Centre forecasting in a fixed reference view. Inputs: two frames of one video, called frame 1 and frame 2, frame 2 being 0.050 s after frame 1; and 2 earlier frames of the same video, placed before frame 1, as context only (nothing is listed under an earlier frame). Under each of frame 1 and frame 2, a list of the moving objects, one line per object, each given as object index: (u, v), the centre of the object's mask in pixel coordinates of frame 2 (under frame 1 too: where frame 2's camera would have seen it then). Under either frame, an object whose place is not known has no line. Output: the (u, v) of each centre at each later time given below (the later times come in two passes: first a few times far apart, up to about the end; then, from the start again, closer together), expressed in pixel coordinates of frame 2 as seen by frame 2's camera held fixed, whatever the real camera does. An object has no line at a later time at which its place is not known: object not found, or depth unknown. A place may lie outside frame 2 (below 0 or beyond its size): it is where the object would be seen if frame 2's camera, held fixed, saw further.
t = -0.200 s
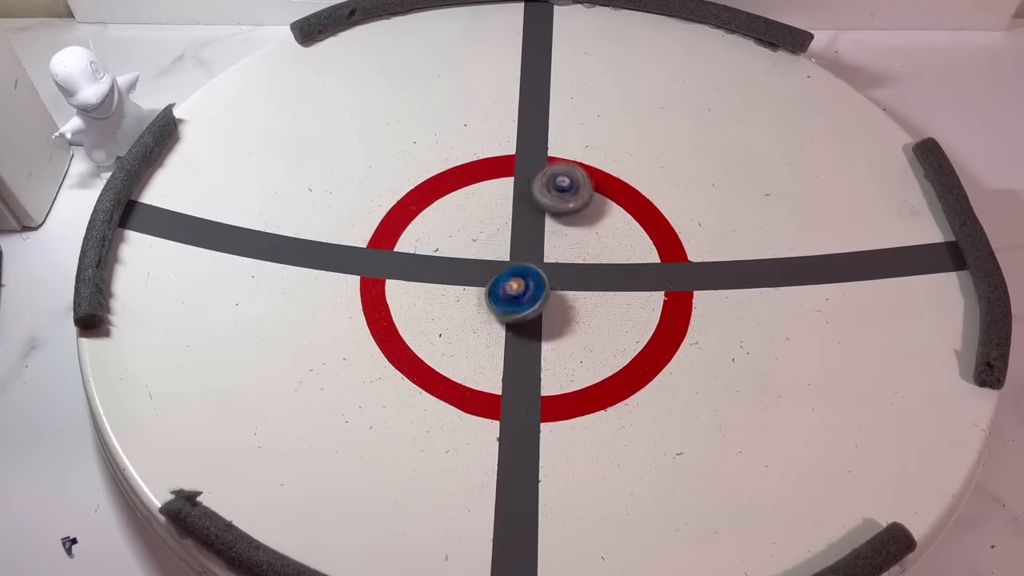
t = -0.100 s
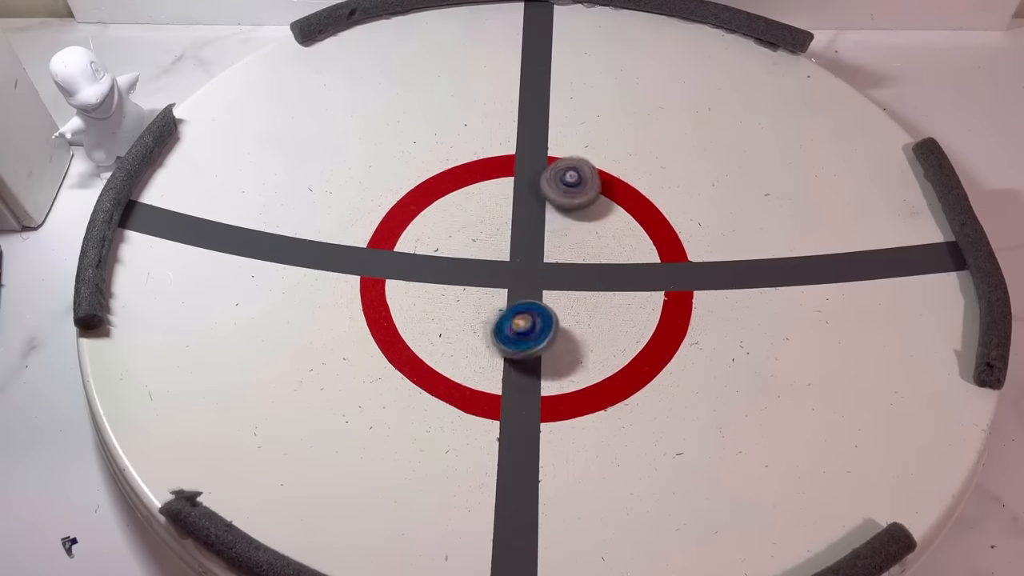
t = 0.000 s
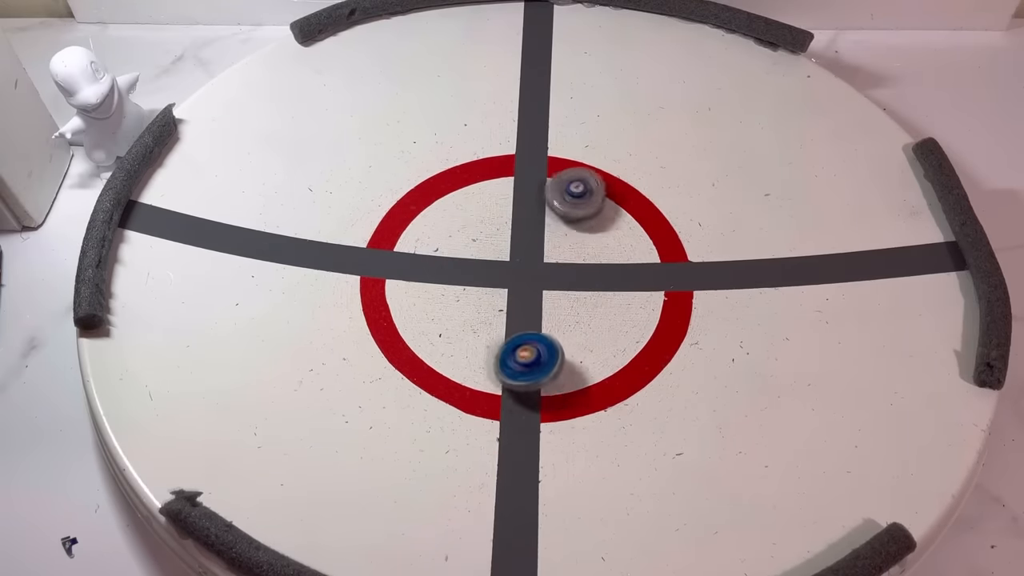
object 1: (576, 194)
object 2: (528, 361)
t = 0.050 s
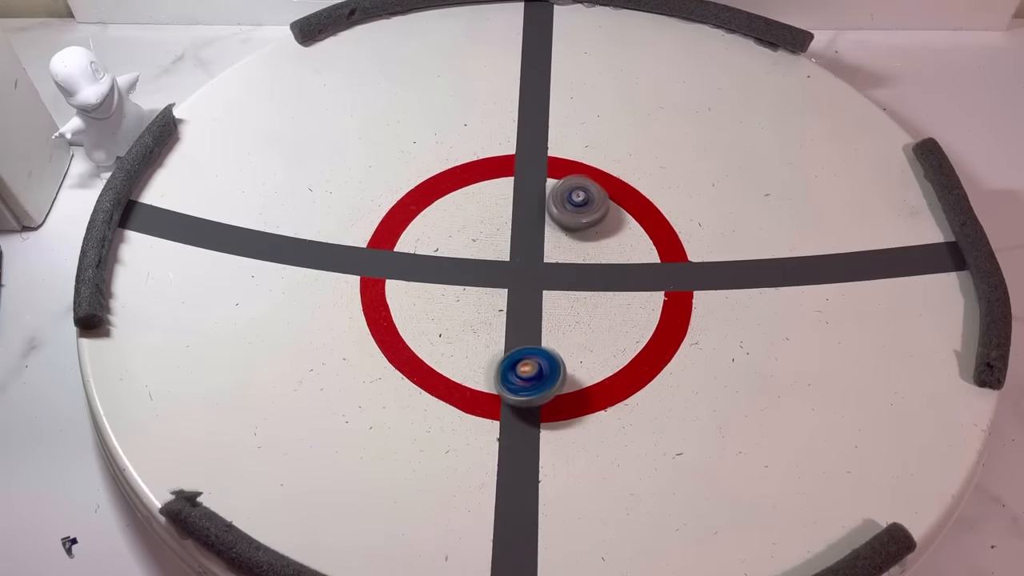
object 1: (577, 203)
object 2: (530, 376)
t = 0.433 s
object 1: (531, 269)
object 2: (535, 426)
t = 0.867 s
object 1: (436, 283)
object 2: (522, 320)
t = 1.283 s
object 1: (493, 250)
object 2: (554, 209)
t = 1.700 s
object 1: (585, 282)
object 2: (609, 158)
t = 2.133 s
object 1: (590, 322)
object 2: (640, 202)
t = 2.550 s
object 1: (523, 278)
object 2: (624, 262)
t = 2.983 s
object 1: (510, 219)
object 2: (591, 293)
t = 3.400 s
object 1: (558, 243)
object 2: (534, 297)
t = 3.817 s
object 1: (603, 230)
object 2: (472, 332)
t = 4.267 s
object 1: (555, 267)
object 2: (471, 288)
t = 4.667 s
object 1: (615, 224)
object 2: (417, 279)
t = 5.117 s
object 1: (607, 245)
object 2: (476, 248)
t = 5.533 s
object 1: (595, 263)
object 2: (485, 269)
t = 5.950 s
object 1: (566, 253)
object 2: (473, 305)
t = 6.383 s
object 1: (577, 219)
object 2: (435, 314)
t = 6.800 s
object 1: (561, 230)
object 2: (493, 282)
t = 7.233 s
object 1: (528, 250)
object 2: (531, 317)
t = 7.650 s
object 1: (505, 256)
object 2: (489, 317)
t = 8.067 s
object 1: (510, 242)
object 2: (496, 297)
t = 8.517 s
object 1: (543, 241)
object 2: (522, 312)
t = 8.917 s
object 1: (565, 251)
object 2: (523, 324)
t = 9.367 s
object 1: (552, 241)
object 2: (524, 308)
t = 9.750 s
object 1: (541, 241)
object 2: (534, 330)
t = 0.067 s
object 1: (577, 206)
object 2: (530, 382)
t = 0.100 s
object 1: (576, 213)
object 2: (531, 390)
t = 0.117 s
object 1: (575, 216)
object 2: (531, 395)
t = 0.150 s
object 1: (573, 222)
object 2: (532, 402)
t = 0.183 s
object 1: (570, 228)
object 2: (532, 410)
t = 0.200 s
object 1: (568, 231)
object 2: (533, 413)
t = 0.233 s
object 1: (565, 237)
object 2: (533, 420)
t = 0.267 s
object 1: (560, 243)
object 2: (535, 425)
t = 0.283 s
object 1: (558, 246)
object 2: (535, 426)
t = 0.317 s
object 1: (553, 252)
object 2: (535, 427)
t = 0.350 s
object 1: (547, 257)
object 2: (534, 428)
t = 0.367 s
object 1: (544, 260)
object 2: (535, 429)
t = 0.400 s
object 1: (538, 264)
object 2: (534, 428)
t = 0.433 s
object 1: (531, 269)
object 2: (535, 426)
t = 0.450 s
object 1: (528, 271)
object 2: (534, 424)
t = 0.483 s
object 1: (520, 275)
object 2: (534, 419)
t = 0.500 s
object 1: (517, 278)
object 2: (533, 416)
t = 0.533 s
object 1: (509, 282)
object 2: (533, 409)
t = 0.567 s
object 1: (502, 284)
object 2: (531, 402)
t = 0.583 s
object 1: (499, 286)
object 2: (531, 397)
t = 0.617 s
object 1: (491, 289)
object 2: (529, 390)
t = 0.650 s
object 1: (482, 290)
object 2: (528, 381)
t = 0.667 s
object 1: (479, 291)
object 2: (527, 377)
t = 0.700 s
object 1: (471, 292)
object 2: (526, 367)
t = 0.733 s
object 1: (462, 291)
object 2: (524, 359)
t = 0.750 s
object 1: (458, 291)
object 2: (524, 354)
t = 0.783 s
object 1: (450, 289)
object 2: (523, 345)
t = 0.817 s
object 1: (444, 288)
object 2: (523, 335)
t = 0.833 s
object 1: (440, 287)
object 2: (522, 330)
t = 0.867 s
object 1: (436, 283)
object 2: (522, 320)
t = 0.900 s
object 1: (432, 278)
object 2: (523, 311)
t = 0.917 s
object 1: (431, 276)
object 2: (523, 307)
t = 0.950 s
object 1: (431, 270)
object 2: (524, 296)
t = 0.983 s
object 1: (434, 265)
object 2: (525, 287)
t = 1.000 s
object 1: (435, 263)
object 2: (526, 282)
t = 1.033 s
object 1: (438, 260)
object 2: (529, 273)
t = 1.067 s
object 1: (443, 256)
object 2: (531, 264)
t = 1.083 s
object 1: (447, 255)
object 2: (532, 259)
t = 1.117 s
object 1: (453, 252)
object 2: (536, 250)
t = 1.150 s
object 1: (461, 250)
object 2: (538, 241)
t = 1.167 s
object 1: (465, 249)
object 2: (541, 237)
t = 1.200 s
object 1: (472, 248)
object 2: (543, 229)
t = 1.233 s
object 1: (481, 249)
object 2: (548, 220)
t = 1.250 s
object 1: (485, 249)
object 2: (550, 216)
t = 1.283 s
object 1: (493, 250)
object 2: (554, 209)
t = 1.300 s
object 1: (497, 250)
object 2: (556, 205)
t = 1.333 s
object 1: (506, 251)
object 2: (560, 199)
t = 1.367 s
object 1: (514, 253)
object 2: (565, 193)
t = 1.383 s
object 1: (518, 254)
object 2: (567, 189)
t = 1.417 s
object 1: (526, 255)
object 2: (573, 184)
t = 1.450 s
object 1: (534, 258)
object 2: (578, 179)
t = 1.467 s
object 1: (538, 259)
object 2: (580, 177)
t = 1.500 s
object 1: (546, 261)
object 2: (585, 172)
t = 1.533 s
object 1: (553, 264)
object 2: (590, 169)
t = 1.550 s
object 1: (556, 266)
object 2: (592, 167)
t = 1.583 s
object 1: (564, 270)
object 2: (598, 164)
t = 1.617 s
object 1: (570, 273)
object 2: (601, 160)
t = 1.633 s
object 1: (574, 275)
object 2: (604, 159)
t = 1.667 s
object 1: (580, 279)
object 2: (605, 158)
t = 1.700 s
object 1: (585, 282)
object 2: (609, 158)
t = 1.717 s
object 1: (587, 284)
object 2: (612, 158)
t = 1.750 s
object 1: (592, 288)
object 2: (618, 159)
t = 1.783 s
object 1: (598, 293)
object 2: (622, 159)
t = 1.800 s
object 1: (599, 295)
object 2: (624, 160)
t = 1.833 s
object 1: (603, 299)
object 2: (628, 163)
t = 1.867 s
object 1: (606, 303)
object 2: (632, 166)
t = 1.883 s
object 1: (607, 305)
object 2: (634, 167)
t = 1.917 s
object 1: (608, 310)
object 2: (636, 170)
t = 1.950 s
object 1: (609, 314)
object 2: (639, 175)
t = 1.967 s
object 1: (608, 315)
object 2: (640, 177)
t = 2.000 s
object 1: (606, 319)
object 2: (642, 180)
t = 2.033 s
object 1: (603, 321)
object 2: (641, 185)
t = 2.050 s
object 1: (602, 322)
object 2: (641, 186)
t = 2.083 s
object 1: (597, 323)
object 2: (640, 193)
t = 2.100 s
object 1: (596, 322)
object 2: (640, 196)
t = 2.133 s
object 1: (590, 322)
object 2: (640, 202)
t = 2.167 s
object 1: (585, 319)
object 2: (639, 208)
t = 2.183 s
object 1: (583, 318)
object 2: (639, 211)
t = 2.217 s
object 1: (578, 316)
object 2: (638, 216)
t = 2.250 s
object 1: (574, 312)
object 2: (635, 222)
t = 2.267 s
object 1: (571, 311)
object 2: (635, 225)
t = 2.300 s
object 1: (568, 306)
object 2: (631, 232)
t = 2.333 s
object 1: (565, 300)
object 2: (628, 238)
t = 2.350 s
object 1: (564, 297)
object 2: (627, 241)
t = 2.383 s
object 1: (562, 291)
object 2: (622, 247)
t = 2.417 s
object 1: (561, 285)
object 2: (618, 253)
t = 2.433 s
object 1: (555, 285)
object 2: (620, 253)
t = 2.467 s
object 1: (542, 285)
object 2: (624, 254)
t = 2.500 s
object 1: (532, 284)
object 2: (623, 257)
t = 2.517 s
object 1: (529, 283)
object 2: (624, 258)
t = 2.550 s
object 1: (523, 278)
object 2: (624, 262)
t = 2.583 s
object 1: (518, 274)
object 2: (623, 265)
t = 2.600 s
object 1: (516, 271)
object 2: (622, 267)
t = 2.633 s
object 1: (512, 267)
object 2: (621, 269)
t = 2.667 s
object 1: (508, 263)
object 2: (620, 272)
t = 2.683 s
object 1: (507, 260)
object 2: (618, 274)
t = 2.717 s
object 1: (503, 255)
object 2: (617, 276)
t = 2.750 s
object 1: (501, 249)
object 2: (615, 279)
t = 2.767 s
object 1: (501, 247)
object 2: (613, 280)
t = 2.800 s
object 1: (499, 242)
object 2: (612, 282)
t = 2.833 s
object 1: (499, 236)
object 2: (609, 286)
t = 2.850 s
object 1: (499, 234)
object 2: (608, 286)
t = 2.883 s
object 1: (501, 230)
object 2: (605, 288)
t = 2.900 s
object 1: (502, 227)
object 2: (602, 289)
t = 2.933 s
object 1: (505, 223)
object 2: (598, 291)
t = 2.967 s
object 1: (509, 219)
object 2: (594, 293)
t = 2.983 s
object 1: (510, 219)
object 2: (591, 293)
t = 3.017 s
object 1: (513, 217)
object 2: (587, 295)
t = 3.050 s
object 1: (517, 214)
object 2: (582, 296)
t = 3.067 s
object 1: (520, 214)
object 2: (580, 296)
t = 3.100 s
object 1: (526, 213)
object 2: (575, 298)
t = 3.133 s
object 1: (532, 214)
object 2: (569, 298)
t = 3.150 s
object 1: (534, 214)
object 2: (568, 299)
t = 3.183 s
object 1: (540, 216)
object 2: (564, 299)
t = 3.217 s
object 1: (543, 218)
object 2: (559, 299)
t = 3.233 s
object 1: (544, 220)
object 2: (557, 299)
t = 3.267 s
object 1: (548, 224)
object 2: (552, 299)
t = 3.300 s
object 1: (552, 228)
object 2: (548, 299)
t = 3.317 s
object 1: (553, 230)
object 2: (546, 299)
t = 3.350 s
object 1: (555, 235)
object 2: (539, 297)
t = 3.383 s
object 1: (557, 240)
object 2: (536, 297)
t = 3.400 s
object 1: (558, 243)
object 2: (534, 297)
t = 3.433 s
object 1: (559, 248)
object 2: (530, 295)
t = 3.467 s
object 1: (562, 244)
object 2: (523, 304)
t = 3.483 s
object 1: (566, 241)
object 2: (518, 309)
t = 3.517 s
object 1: (570, 234)
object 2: (511, 316)
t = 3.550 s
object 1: (575, 230)
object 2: (507, 320)
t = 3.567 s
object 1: (576, 228)
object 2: (504, 322)
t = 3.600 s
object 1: (580, 227)
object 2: (499, 325)
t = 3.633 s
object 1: (584, 225)
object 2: (495, 328)
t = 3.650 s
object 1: (587, 225)
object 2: (492, 329)
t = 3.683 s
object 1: (590, 224)
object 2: (489, 330)
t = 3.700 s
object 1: (592, 224)
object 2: (487, 331)
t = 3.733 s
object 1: (595, 225)
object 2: (481, 332)
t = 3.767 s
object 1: (599, 226)
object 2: (478, 333)
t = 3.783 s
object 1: (600, 227)
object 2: (476, 333)
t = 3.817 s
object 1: (603, 230)
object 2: (472, 332)
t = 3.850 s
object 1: (603, 233)
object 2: (468, 332)
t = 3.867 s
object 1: (603, 235)
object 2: (467, 331)
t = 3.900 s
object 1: (602, 238)
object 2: (465, 330)
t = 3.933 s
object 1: (600, 242)
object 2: (463, 328)
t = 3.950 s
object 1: (599, 244)
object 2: (463, 327)
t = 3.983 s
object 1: (596, 248)
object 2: (462, 323)
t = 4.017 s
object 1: (592, 251)
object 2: (462, 320)
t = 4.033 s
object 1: (590, 252)
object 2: (462, 318)
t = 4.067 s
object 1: (587, 255)
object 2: (462, 313)
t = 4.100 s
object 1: (583, 258)
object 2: (463, 310)
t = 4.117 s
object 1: (581, 259)
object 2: (463, 308)
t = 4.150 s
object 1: (576, 262)
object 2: (464, 303)
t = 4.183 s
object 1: (570, 263)
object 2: (465, 299)
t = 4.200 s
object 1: (567, 264)
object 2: (465, 297)
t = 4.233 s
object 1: (561, 265)
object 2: (469, 292)
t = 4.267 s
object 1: (555, 267)
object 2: (471, 288)
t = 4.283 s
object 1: (553, 267)
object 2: (472, 284)
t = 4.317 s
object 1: (545, 268)
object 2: (476, 279)
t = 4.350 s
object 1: (551, 262)
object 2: (468, 279)
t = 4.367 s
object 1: (559, 257)
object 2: (458, 282)
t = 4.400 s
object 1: (573, 249)
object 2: (443, 284)
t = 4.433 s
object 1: (583, 242)
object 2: (436, 284)
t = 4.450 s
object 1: (587, 240)
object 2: (433, 284)
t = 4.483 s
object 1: (593, 235)
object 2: (429, 284)
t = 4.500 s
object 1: (594, 234)
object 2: (427, 284)
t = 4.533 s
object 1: (599, 231)
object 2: (423, 283)
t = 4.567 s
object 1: (602, 229)
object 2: (421, 282)
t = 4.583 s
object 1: (604, 228)
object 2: (419, 282)
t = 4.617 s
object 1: (609, 225)
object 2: (417, 279)
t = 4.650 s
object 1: (613, 224)
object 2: (417, 278)
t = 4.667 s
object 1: (615, 224)
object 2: (417, 279)
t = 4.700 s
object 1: (619, 222)
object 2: (417, 277)
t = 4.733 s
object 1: (623, 222)
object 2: (419, 274)
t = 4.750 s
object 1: (624, 222)
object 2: (420, 273)
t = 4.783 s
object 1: (627, 223)
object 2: (423, 271)
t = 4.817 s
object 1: (629, 224)
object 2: (427, 269)
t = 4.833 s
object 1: (630, 225)
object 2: (428, 267)
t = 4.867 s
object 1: (631, 228)
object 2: (435, 264)
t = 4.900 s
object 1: (629, 229)
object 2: (439, 262)
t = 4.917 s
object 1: (628, 231)
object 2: (440, 261)
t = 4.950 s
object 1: (625, 234)
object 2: (447, 257)
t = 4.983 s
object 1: (623, 236)
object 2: (453, 256)
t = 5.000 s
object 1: (621, 237)
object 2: (454, 255)
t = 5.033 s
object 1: (618, 239)
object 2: (460, 252)
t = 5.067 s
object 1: (614, 242)
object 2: (468, 251)
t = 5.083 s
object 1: (612, 243)
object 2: (470, 250)
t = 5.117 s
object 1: (607, 245)
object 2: (476, 248)
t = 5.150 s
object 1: (602, 247)
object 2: (485, 248)
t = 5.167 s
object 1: (599, 248)
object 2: (487, 248)
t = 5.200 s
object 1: (595, 250)
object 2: (492, 247)
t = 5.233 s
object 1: (589, 252)
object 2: (500, 247)
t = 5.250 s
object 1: (586, 253)
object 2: (503, 248)
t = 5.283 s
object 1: (581, 255)
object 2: (508, 248)
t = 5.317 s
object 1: (584, 255)
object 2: (505, 251)
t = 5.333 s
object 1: (589, 255)
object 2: (500, 252)
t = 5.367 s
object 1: (596, 255)
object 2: (494, 255)
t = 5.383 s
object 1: (598, 255)
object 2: (492, 257)
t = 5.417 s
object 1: (598, 256)
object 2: (490, 261)
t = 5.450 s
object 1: (598, 258)
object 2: (490, 263)
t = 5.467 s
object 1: (598, 258)
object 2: (489, 264)
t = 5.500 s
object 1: (596, 260)
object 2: (485, 267)
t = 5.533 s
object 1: (595, 263)
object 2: (485, 269)
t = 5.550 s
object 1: (594, 263)
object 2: (484, 271)
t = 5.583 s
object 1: (590, 265)
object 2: (482, 274)
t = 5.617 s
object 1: (586, 266)
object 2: (482, 277)
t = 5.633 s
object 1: (583, 267)
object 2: (481, 279)
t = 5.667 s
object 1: (579, 268)
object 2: (480, 282)
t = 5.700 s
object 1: (576, 269)
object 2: (481, 284)
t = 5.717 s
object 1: (574, 268)
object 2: (482, 286)
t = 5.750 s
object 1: (569, 269)
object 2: (483, 288)
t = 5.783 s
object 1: (565, 269)
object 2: (486, 289)
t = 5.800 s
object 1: (562, 268)
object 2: (487, 290)
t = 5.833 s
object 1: (558, 268)
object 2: (488, 291)
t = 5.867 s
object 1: (554, 267)
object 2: (492, 291)
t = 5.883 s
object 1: (552, 266)
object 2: (493, 292)
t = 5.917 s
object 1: (558, 260)
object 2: (484, 298)
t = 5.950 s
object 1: (566, 253)
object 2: (473, 305)
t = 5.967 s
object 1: (569, 251)
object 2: (471, 307)
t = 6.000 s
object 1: (572, 247)
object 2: (468, 309)
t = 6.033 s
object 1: (575, 244)
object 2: (463, 312)
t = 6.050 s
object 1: (575, 242)
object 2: (460, 314)
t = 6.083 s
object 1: (575, 239)
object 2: (455, 316)
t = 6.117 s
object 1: (576, 237)
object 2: (450, 318)
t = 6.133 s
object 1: (576, 236)
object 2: (447, 318)
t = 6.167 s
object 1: (576, 232)
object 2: (444, 319)
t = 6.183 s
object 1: (576, 231)
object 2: (442, 319)
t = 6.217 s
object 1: (577, 229)
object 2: (439, 320)
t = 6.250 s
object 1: (576, 226)
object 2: (436, 319)
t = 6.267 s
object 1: (576, 225)
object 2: (436, 319)
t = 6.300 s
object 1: (577, 223)
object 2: (434, 319)
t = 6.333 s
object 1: (577, 221)
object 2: (434, 317)
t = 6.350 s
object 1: (576, 220)
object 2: (435, 316)
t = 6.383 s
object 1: (577, 219)
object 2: (435, 314)
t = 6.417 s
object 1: (577, 218)
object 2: (436, 311)
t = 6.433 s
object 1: (577, 218)
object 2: (438, 310)
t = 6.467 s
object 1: (578, 219)
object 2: (441, 308)
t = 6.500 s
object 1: (577, 219)
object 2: (443, 306)
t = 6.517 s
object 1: (576, 219)
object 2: (444, 303)
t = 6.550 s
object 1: (575, 220)
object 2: (450, 299)
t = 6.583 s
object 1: (574, 220)
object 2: (455, 297)
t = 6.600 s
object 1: (573, 220)
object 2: (457, 295)
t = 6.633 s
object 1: (572, 222)
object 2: (461, 293)
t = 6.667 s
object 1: (571, 223)
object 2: (467, 290)
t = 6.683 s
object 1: (570, 224)
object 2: (471, 288)
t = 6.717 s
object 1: (568, 225)
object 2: (476, 286)
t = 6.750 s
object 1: (565, 228)
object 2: (481, 284)
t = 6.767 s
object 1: (564, 229)
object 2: (485, 283)
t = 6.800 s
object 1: (561, 230)
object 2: (493, 282)
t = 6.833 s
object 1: (559, 233)
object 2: (499, 282)
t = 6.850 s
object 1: (557, 233)
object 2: (501, 282)
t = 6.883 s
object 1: (555, 235)
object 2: (509, 281)
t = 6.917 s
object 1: (552, 236)
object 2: (516, 281)
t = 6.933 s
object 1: (550, 237)
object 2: (519, 282)
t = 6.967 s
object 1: (547, 237)
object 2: (525, 283)
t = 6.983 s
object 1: (547, 237)
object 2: (525, 286)
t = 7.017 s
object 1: (546, 238)
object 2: (529, 291)
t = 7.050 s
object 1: (544, 240)
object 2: (532, 294)
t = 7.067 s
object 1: (543, 241)
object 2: (534, 297)
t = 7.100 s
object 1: (540, 243)
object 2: (535, 302)
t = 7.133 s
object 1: (538, 245)
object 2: (535, 308)
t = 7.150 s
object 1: (536, 245)
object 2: (534, 310)
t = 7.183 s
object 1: (533, 247)
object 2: (533, 313)
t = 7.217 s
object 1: (530, 249)
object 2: (533, 314)
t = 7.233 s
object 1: (528, 250)
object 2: (531, 317)
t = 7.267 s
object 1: (525, 251)
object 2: (527, 321)
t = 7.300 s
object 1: (523, 253)
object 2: (522, 324)
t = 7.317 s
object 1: (521, 254)
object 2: (520, 324)
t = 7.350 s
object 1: (520, 254)
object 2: (516, 325)
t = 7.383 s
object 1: (517, 255)
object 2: (511, 326)
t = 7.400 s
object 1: (516, 256)
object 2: (509, 326)
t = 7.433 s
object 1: (515, 257)
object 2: (504, 326)
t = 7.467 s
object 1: (512, 258)
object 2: (499, 324)
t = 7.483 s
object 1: (512, 259)
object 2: (497, 322)
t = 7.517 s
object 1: (511, 260)
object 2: (496, 320)
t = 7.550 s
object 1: (509, 261)
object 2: (494, 319)
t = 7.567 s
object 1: (508, 262)
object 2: (493, 317)
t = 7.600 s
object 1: (507, 262)
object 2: (492, 314)
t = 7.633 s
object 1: (506, 258)
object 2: (490, 316)
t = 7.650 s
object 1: (505, 256)
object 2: (489, 317)
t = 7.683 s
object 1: (504, 255)
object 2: (488, 317)
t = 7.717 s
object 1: (504, 253)
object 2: (488, 316)
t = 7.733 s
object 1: (503, 252)
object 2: (488, 317)
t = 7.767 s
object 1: (503, 251)
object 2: (488, 314)
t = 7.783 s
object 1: (502, 250)
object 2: (489, 314)
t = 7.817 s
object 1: (502, 250)
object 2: (489, 311)
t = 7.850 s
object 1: (504, 249)
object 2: (489, 309)
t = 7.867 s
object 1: (504, 249)
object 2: (490, 308)
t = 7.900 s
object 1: (504, 248)
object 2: (489, 306)
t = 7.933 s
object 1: (505, 247)
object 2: (491, 302)
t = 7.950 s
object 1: (506, 247)
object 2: (491, 302)
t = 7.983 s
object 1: (507, 245)
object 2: (494, 300)
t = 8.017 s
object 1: (507, 245)
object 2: (495, 298)
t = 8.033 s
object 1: (508, 245)
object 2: (495, 296)
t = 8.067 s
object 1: (510, 242)
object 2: (496, 297)
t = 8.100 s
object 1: (511, 238)
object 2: (497, 299)
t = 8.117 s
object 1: (511, 238)
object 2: (499, 298)
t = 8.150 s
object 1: (514, 238)
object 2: (501, 302)
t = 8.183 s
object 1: (517, 236)
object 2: (502, 304)
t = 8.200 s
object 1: (517, 235)
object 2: (504, 305)
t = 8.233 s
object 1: (518, 235)
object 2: (506, 306)
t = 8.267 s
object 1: (521, 235)
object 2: (508, 308)
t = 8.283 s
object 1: (524, 234)
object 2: (508, 308)
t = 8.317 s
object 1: (526, 234)
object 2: (510, 308)
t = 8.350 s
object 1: (529, 234)
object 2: (515, 309)
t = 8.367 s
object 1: (531, 235)
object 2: (515, 310)
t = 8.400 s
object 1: (534, 235)
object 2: (515, 311)
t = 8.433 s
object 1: (536, 237)
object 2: (516, 309)
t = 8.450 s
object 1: (537, 237)
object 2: (517, 308)
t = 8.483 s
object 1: (539, 239)
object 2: (521, 310)
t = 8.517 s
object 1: (543, 241)
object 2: (522, 312)
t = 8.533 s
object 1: (543, 241)
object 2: (521, 311)
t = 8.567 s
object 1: (544, 243)
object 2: (521, 309)
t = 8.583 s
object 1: (545, 243)
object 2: (523, 308)
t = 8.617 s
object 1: (547, 246)
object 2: (525, 309)
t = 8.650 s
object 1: (549, 248)
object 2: (526, 310)
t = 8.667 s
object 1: (550, 249)
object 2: (525, 310)
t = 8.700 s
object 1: (551, 251)
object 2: (525, 308)
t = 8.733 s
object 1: (553, 254)
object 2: (528, 308)
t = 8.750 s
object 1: (554, 255)
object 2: (529, 309)
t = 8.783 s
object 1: (556, 257)
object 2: (528, 311)
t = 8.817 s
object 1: (556, 258)
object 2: (527, 309)
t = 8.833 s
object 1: (556, 260)
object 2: (527, 308)
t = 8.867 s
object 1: (560, 258)
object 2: (527, 314)
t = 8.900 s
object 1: (565, 252)
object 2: (526, 322)
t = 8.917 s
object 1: (565, 251)
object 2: (523, 324)
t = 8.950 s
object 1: (565, 250)
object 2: (518, 324)
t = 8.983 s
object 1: (565, 251)
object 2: (518, 321)
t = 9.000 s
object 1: (566, 250)
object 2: (518, 320)
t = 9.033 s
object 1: (567, 249)
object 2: (521, 320)
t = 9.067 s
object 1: (566, 246)
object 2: (521, 322)
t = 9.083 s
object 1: (566, 244)
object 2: (521, 323)
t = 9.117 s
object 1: (564, 244)
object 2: (519, 324)
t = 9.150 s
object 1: (563, 243)
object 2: (516, 321)
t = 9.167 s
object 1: (563, 243)
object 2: (515, 318)
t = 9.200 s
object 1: (562, 241)
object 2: (514, 313)
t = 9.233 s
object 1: (559, 240)
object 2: (516, 310)
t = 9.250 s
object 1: (557, 241)
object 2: (517, 309)
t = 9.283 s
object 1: (555, 241)
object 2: (520, 309)
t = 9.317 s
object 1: (554, 241)
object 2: (522, 309)
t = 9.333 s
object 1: (554, 242)
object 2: (522, 309)
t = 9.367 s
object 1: (552, 241)
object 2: (524, 308)
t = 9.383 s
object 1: (550, 242)
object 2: (525, 308)
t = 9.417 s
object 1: (547, 244)
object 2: (526, 307)
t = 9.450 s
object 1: (546, 246)
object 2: (528, 306)
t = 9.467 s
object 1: (546, 246)
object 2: (529, 306)
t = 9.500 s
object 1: (545, 247)
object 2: (531, 307)
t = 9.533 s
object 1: (544, 249)
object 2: (534, 307)
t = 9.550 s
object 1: (544, 249)
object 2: (534, 307)
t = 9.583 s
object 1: (544, 251)
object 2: (534, 308)
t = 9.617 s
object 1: (543, 253)
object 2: (535, 308)
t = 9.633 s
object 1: (543, 255)
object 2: (535, 309)
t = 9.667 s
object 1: (545, 254)
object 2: (534, 312)
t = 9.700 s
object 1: (544, 247)
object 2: (534, 320)
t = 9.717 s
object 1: (543, 244)
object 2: (534, 324)
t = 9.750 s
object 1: (541, 241)
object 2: (534, 330)
